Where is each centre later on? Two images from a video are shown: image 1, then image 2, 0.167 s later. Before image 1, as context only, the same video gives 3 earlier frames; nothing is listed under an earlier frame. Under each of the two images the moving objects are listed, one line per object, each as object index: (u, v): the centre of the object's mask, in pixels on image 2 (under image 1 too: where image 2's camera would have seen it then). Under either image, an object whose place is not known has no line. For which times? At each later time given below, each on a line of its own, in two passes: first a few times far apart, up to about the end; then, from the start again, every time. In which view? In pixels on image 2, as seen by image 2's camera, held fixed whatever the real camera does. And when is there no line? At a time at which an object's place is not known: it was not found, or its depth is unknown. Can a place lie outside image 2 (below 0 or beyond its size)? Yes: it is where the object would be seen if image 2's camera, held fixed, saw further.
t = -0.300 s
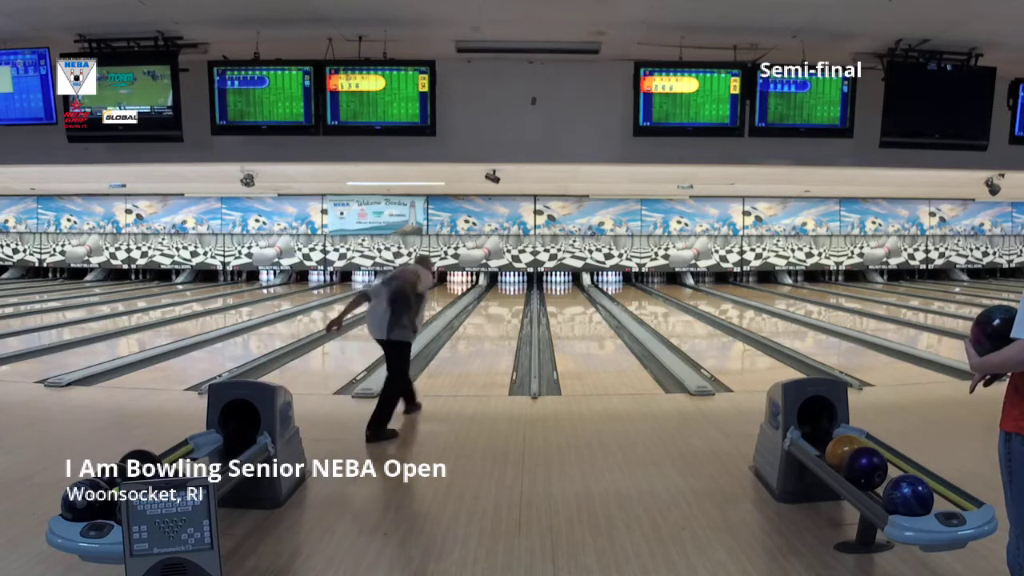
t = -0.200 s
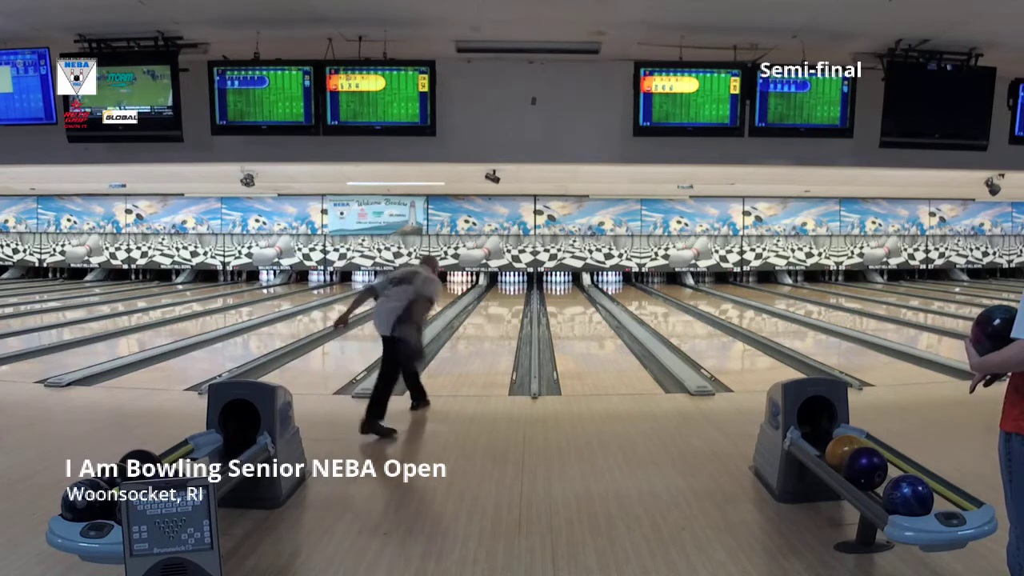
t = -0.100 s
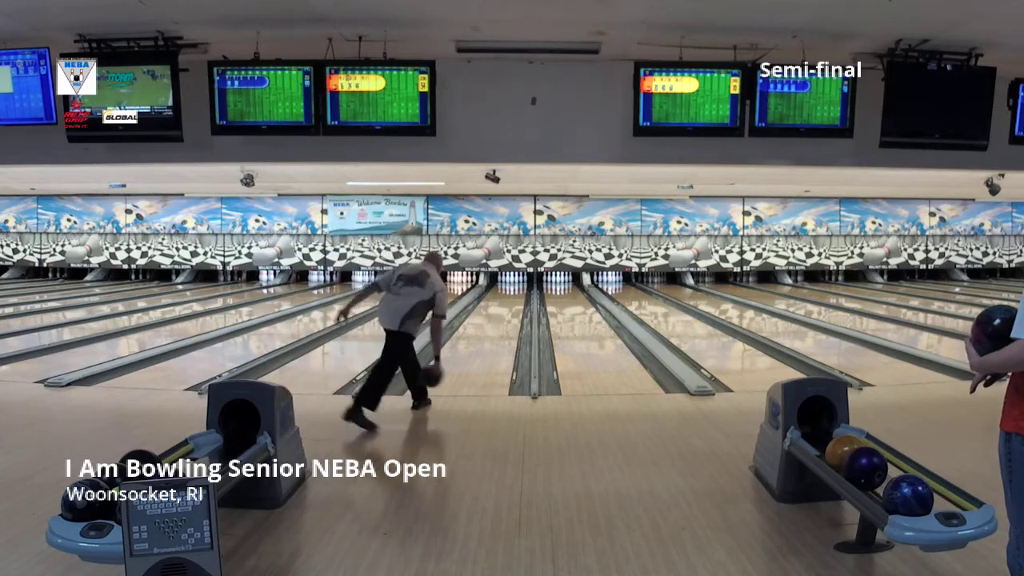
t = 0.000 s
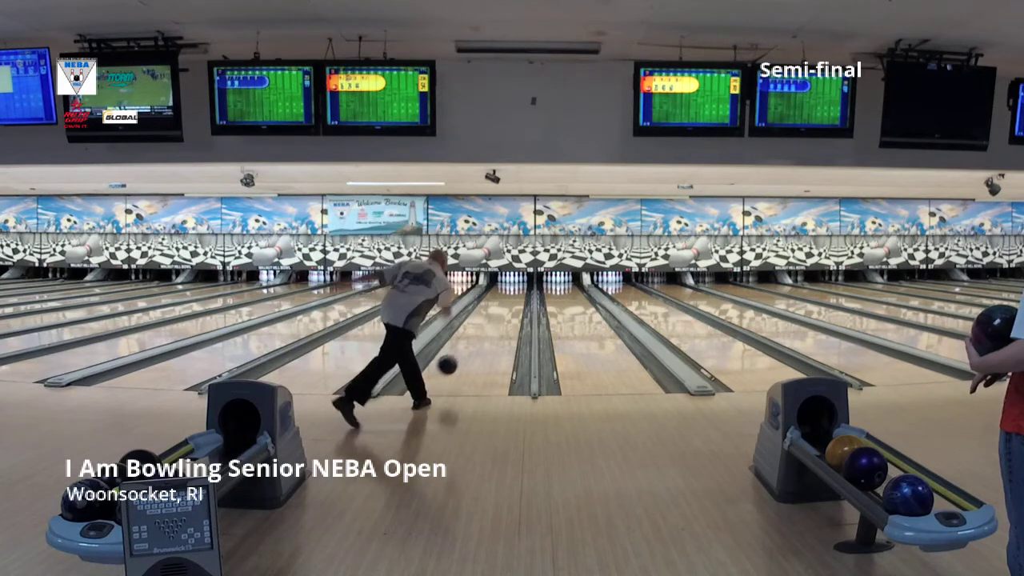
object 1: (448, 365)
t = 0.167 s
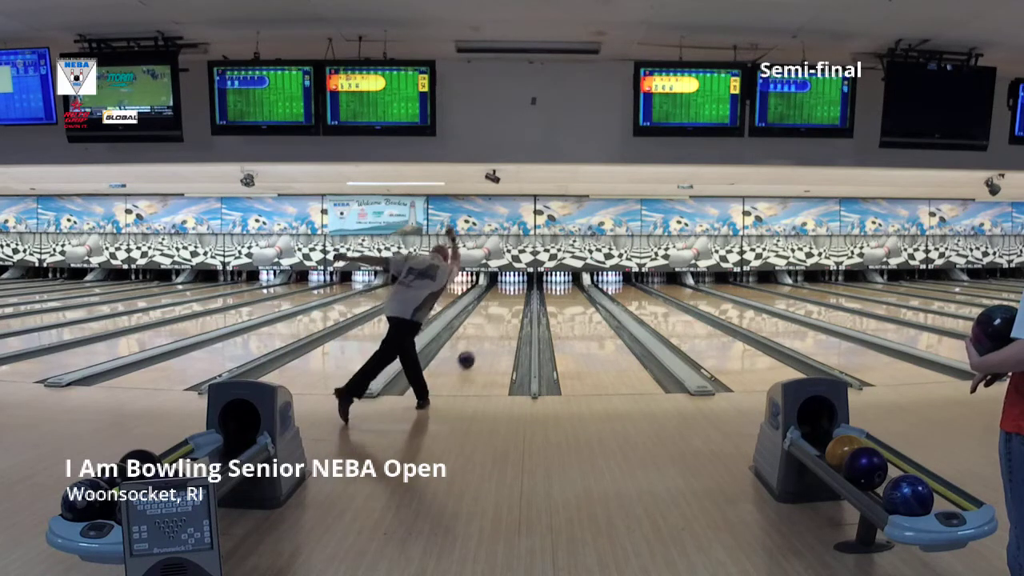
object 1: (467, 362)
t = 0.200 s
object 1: (470, 357)
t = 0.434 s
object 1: (487, 338)
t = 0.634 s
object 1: (496, 324)
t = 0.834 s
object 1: (504, 314)
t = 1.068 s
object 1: (510, 305)
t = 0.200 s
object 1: (470, 357)
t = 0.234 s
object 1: (473, 355)
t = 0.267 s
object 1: (475, 351)
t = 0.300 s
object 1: (478, 348)
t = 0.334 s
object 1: (480, 345)
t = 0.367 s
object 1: (482, 342)
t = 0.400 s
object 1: (485, 340)
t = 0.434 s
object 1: (487, 338)
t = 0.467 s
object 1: (488, 335)
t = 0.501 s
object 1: (490, 333)
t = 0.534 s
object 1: (492, 330)
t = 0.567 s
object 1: (493, 328)
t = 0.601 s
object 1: (495, 326)
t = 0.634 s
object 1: (496, 324)
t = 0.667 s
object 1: (498, 322)
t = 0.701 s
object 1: (499, 320)
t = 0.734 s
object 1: (501, 319)
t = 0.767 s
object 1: (502, 317)
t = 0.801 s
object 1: (503, 316)
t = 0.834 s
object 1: (504, 314)
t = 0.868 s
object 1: (505, 313)
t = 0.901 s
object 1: (506, 311)
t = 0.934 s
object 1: (507, 310)
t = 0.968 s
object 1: (508, 309)
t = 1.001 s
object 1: (508, 308)
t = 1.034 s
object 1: (509, 306)
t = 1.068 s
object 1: (510, 305)
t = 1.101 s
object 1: (511, 304)
